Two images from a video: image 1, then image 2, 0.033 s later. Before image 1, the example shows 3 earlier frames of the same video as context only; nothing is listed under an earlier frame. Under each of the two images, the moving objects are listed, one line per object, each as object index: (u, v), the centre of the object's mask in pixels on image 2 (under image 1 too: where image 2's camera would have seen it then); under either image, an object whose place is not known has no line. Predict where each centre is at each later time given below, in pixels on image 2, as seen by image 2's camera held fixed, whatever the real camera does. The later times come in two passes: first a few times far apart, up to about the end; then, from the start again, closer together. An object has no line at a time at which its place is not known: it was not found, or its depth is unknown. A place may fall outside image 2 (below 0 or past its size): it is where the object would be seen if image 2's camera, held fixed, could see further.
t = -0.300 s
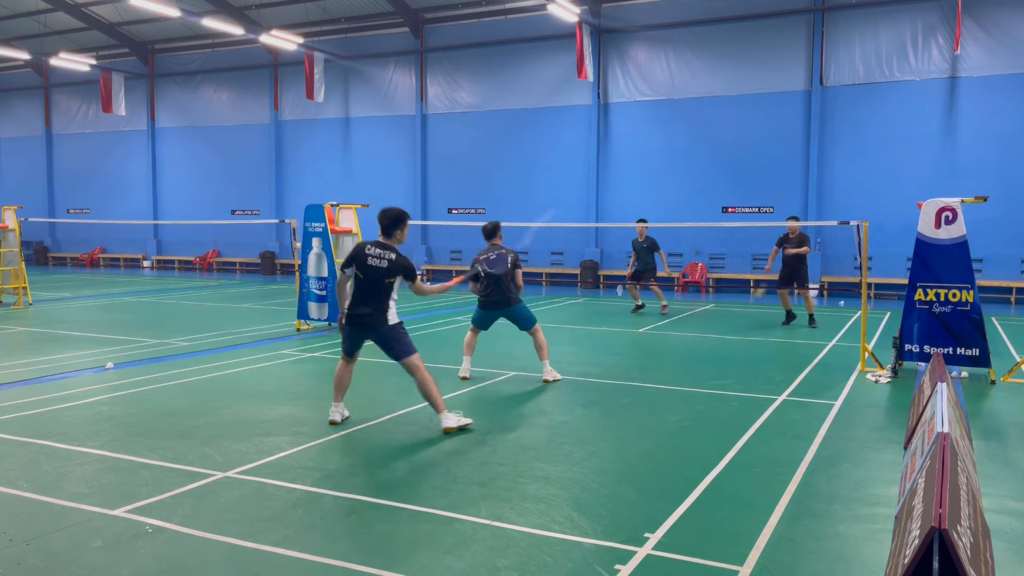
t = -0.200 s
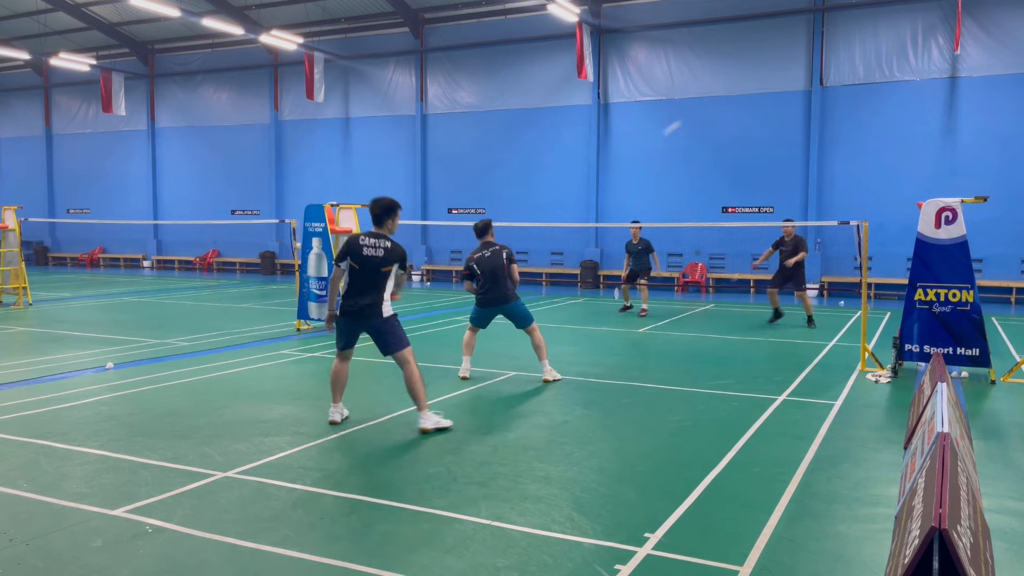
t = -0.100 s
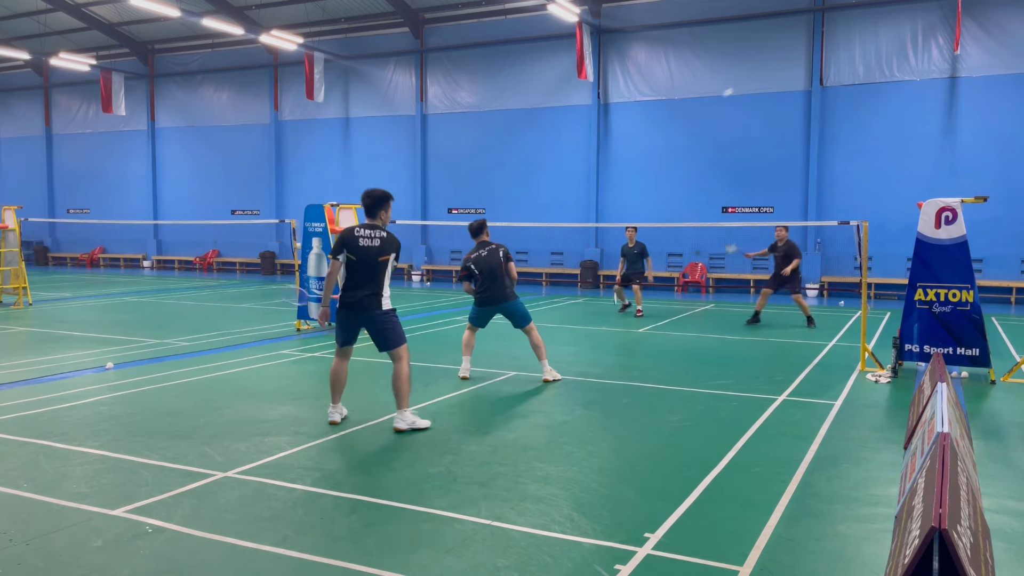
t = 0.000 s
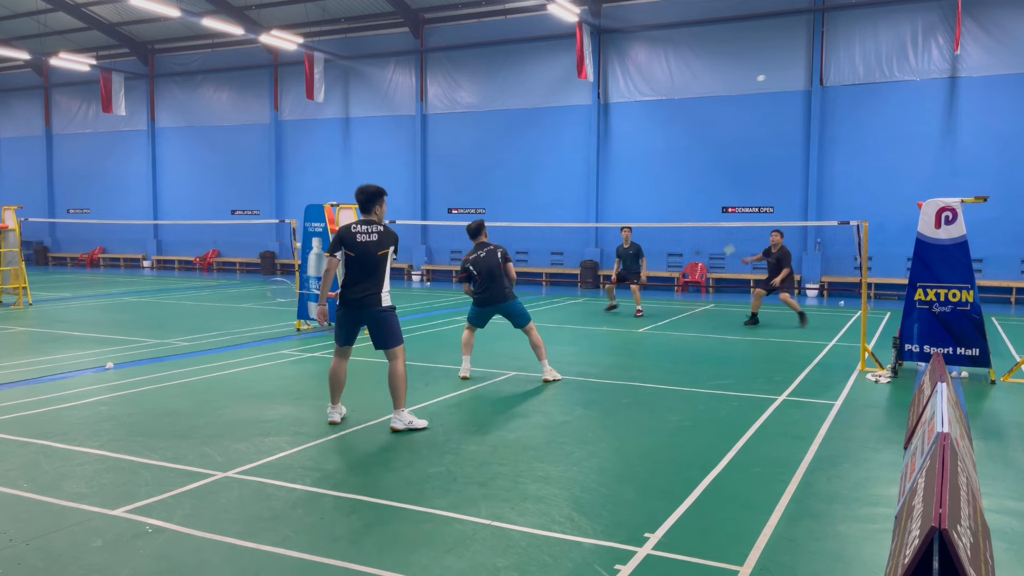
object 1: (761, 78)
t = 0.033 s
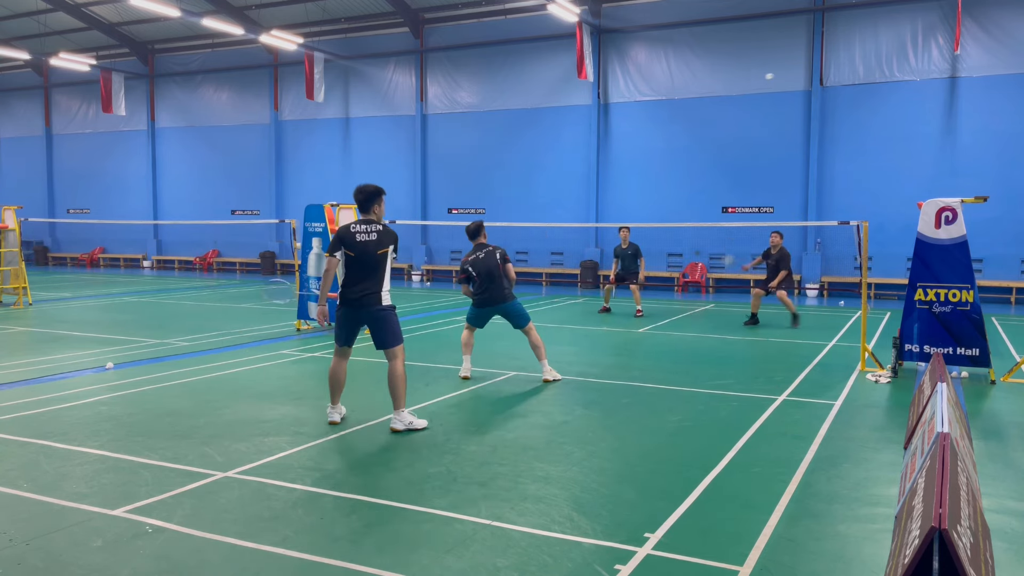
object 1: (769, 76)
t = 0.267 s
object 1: (809, 85)
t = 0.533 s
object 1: (836, 126)
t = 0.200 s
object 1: (799, 79)
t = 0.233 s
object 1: (805, 82)
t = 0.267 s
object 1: (809, 85)
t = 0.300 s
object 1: (814, 88)
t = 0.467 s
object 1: (829, 112)
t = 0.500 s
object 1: (832, 119)
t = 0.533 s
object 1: (836, 126)
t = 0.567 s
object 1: (839, 132)
